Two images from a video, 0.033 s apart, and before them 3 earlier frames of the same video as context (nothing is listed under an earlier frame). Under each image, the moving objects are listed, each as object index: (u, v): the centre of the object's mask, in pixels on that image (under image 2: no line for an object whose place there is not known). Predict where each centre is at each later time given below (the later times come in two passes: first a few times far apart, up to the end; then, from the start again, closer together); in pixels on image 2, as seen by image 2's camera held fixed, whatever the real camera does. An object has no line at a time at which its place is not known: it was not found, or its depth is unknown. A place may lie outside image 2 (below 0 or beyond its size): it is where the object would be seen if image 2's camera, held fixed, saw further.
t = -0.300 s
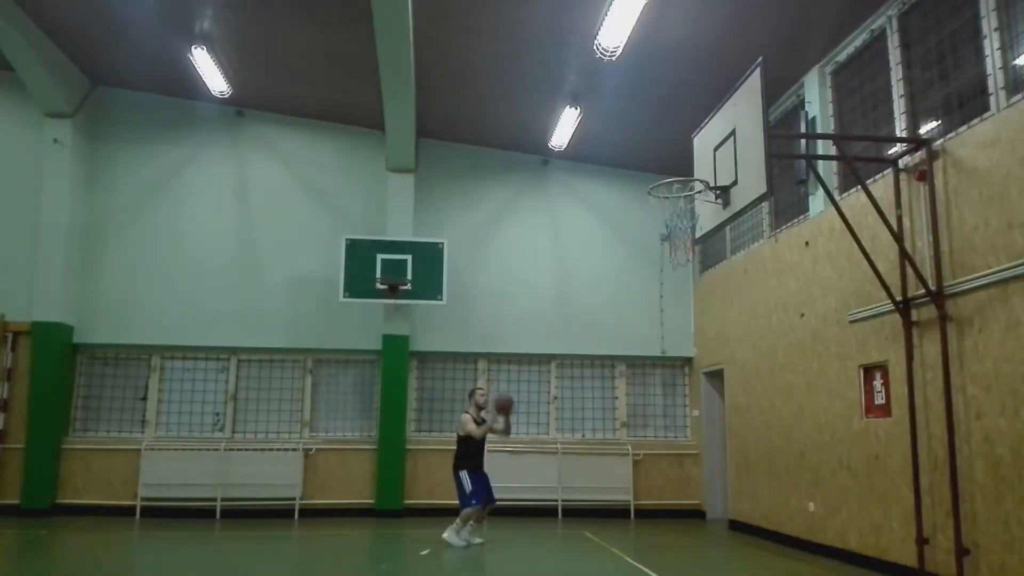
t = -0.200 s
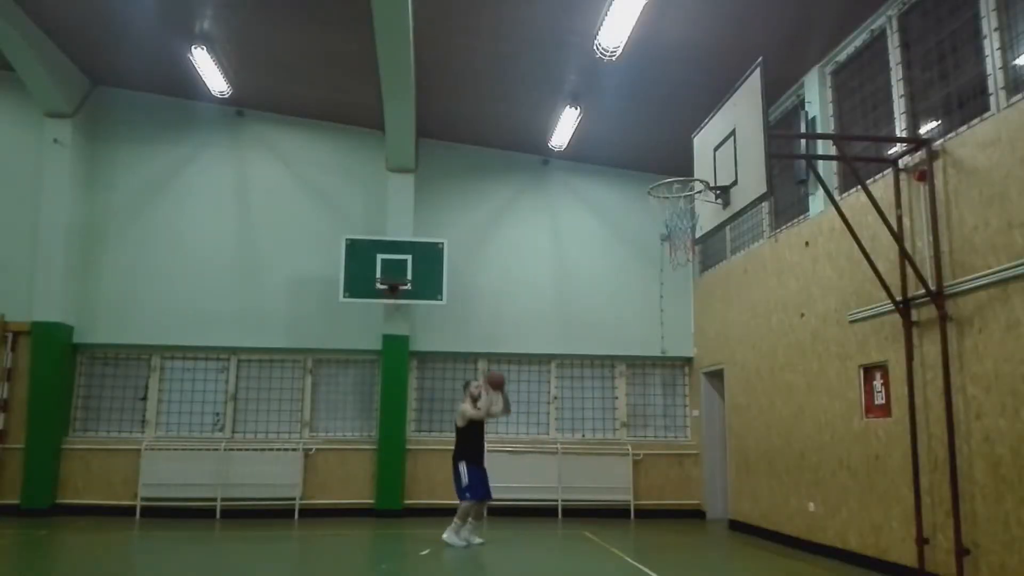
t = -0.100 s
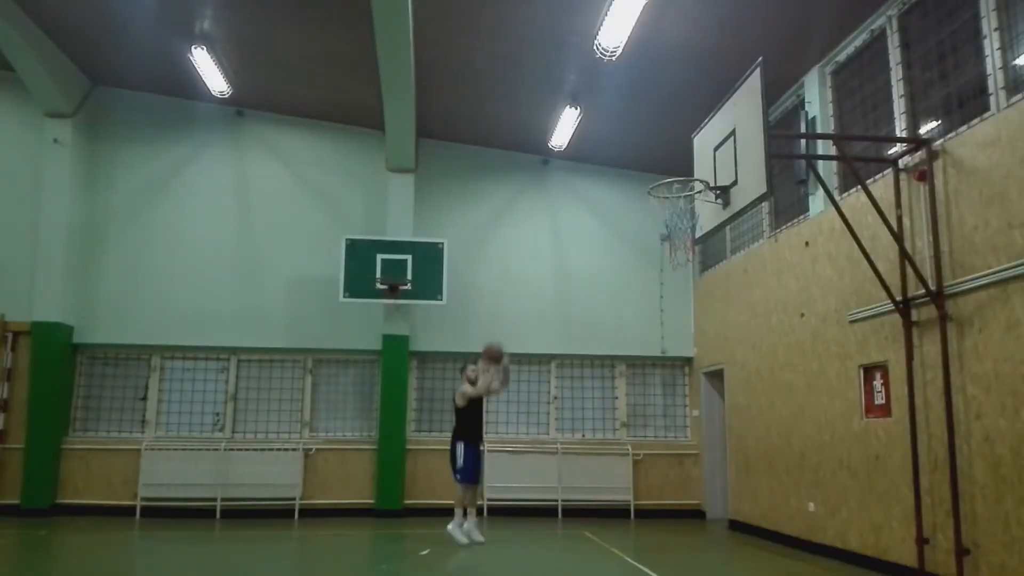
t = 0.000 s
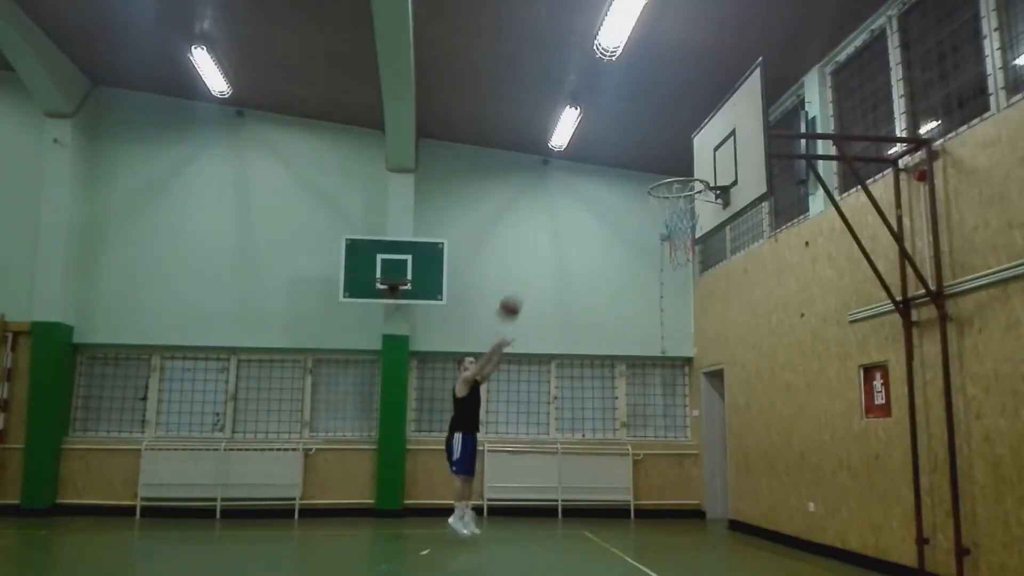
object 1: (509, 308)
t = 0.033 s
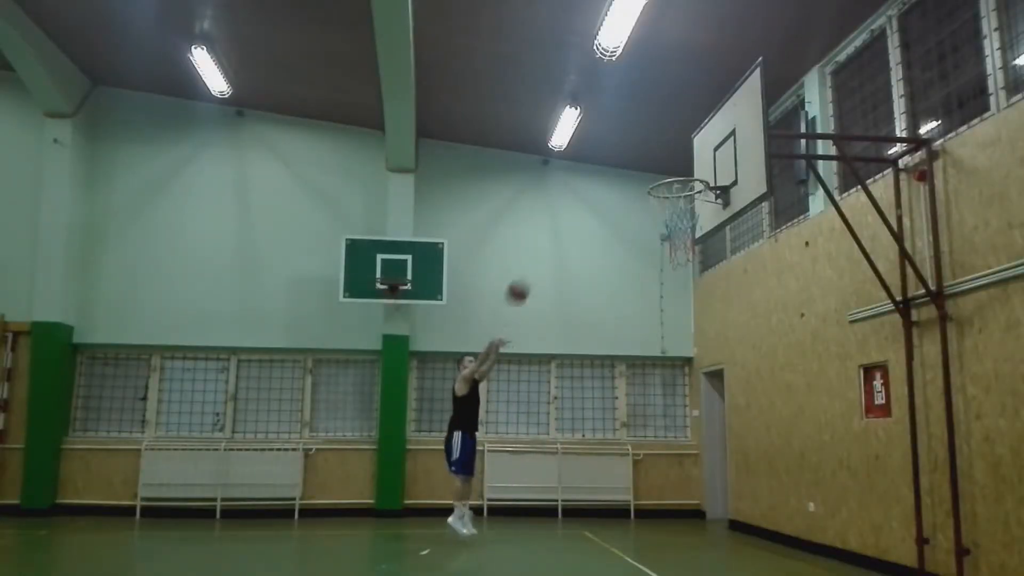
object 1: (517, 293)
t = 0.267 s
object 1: (576, 204)
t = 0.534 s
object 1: (650, 149)
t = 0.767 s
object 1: (686, 168)
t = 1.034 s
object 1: (655, 225)
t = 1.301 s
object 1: (637, 308)
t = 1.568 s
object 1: (620, 492)
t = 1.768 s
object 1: (625, 499)
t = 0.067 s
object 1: (526, 276)
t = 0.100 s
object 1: (533, 262)
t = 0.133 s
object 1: (541, 250)
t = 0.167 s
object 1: (550, 236)
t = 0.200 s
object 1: (558, 225)
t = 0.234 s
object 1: (567, 214)
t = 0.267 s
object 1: (576, 204)
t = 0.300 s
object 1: (584, 195)
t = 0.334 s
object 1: (593, 184)
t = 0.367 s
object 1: (602, 177)
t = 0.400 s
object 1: (613, 169)
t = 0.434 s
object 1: (621, 164)
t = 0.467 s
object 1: (631, 159)
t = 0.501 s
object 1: (640, 151)
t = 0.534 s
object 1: (650, 149)
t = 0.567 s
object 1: (661, 147)
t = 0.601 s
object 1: (671, 146)
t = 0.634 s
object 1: (683, 148)
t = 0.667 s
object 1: (697, 156)
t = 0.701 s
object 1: (696, 160)
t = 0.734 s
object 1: (692, 163)
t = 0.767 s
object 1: (686, 168)
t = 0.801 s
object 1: (680, 171)
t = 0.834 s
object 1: (675, 191)
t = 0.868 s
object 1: (669, 206)
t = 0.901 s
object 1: (664, 214)
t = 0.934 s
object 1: (661, 217)
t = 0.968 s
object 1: (658, 218)
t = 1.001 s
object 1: (656, 220)
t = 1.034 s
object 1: (655, 225)
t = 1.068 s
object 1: (652, 230)
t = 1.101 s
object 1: (650, 238)
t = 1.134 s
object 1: (649, 246)
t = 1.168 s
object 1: (646, 255)
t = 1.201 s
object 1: (643, 267)
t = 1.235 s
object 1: (641, 278)
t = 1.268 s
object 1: (639, 293)
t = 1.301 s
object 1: (637, 308)
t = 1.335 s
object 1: (636, 324)
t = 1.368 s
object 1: (634, 344)
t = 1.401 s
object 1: (632, 366)
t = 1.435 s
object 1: (630, 387)
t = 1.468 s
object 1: (629, 412)
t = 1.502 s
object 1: (626, 437)
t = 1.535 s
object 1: (623, 463)
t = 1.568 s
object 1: (620, 492)
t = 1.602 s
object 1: (619, 523)
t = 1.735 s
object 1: (621, 522)
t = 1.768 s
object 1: (625, 499)
